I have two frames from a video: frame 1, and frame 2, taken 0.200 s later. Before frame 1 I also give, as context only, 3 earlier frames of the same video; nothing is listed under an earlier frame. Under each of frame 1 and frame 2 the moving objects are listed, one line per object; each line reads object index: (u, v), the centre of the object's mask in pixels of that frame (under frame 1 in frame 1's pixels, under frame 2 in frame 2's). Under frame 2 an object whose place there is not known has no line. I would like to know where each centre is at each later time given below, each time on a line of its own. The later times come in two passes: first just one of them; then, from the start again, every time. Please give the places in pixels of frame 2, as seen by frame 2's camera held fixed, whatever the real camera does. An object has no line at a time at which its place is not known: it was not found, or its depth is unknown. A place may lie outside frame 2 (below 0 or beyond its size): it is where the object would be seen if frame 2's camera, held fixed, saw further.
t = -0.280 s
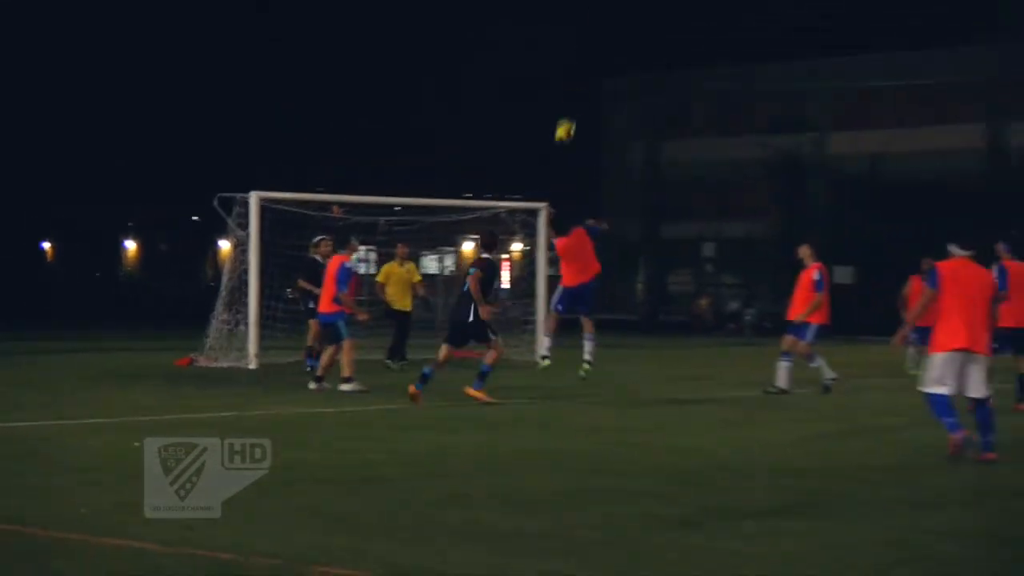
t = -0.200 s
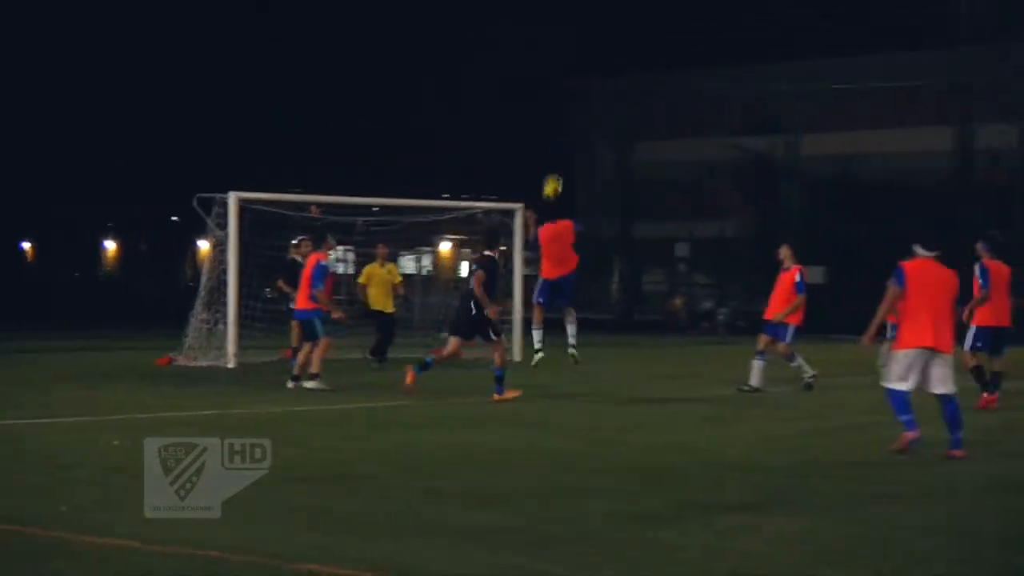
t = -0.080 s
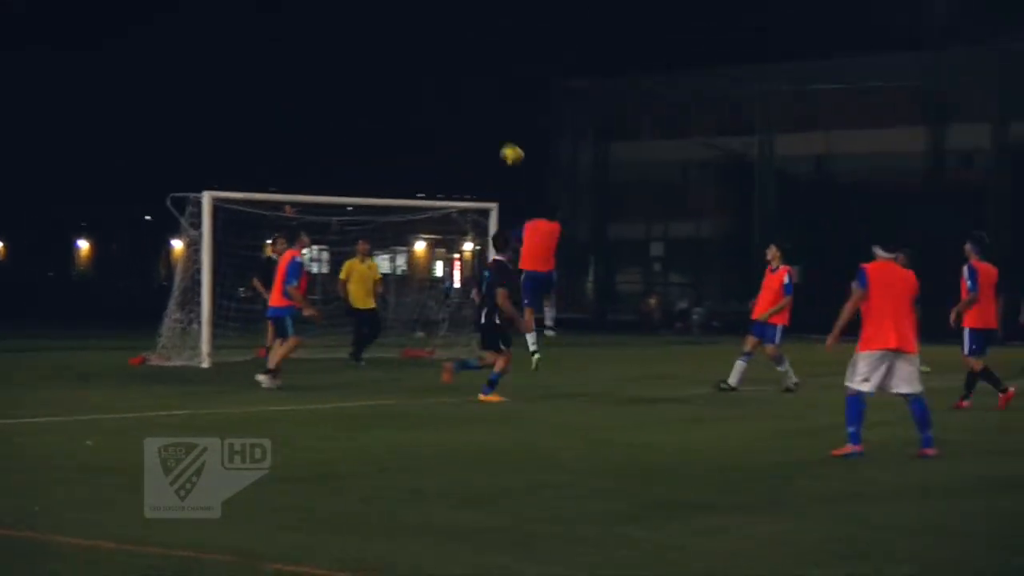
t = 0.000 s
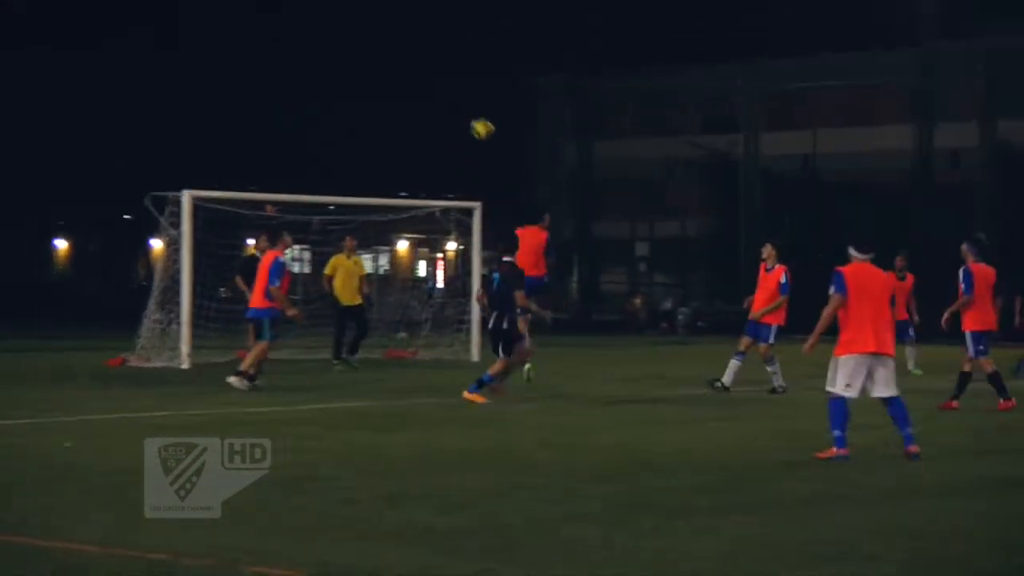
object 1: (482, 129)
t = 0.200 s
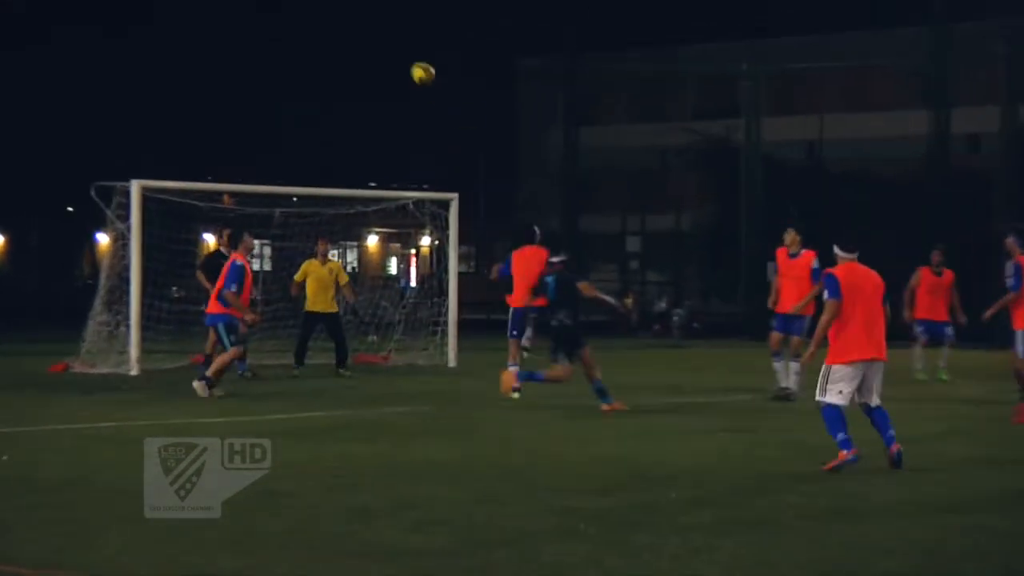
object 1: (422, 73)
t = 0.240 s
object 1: (415, 70)
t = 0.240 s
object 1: (415, 70)
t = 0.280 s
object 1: (407, 69)
